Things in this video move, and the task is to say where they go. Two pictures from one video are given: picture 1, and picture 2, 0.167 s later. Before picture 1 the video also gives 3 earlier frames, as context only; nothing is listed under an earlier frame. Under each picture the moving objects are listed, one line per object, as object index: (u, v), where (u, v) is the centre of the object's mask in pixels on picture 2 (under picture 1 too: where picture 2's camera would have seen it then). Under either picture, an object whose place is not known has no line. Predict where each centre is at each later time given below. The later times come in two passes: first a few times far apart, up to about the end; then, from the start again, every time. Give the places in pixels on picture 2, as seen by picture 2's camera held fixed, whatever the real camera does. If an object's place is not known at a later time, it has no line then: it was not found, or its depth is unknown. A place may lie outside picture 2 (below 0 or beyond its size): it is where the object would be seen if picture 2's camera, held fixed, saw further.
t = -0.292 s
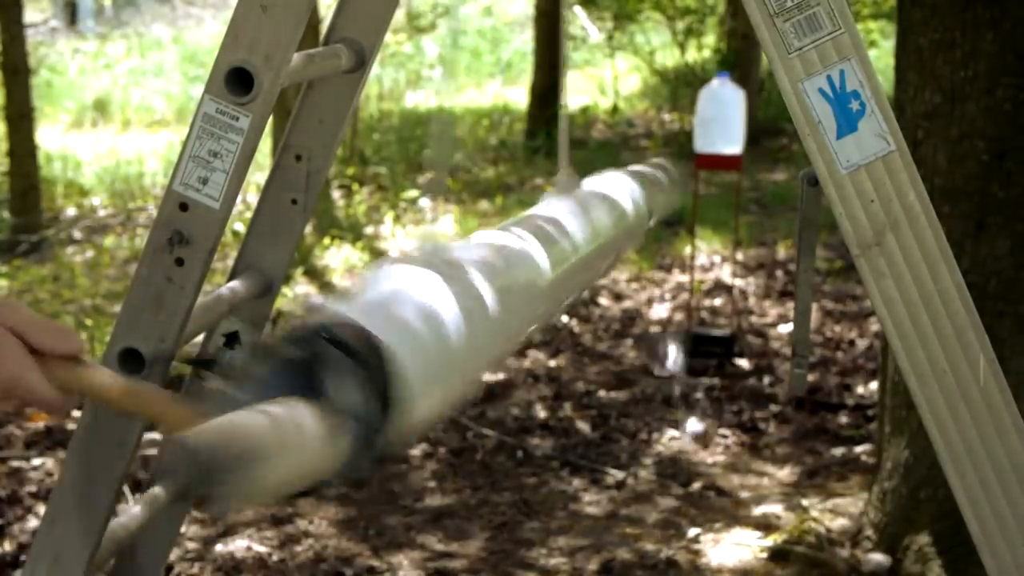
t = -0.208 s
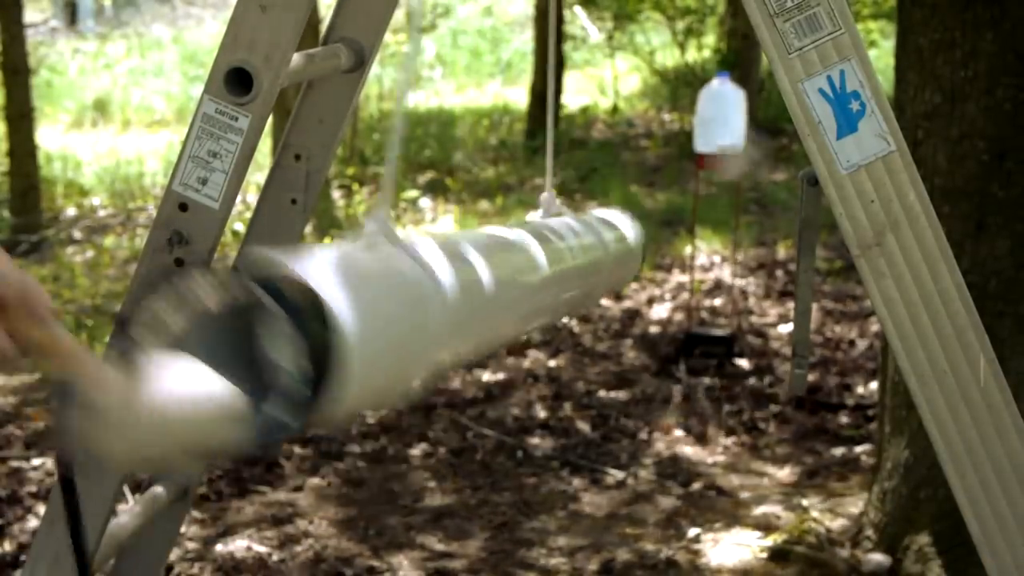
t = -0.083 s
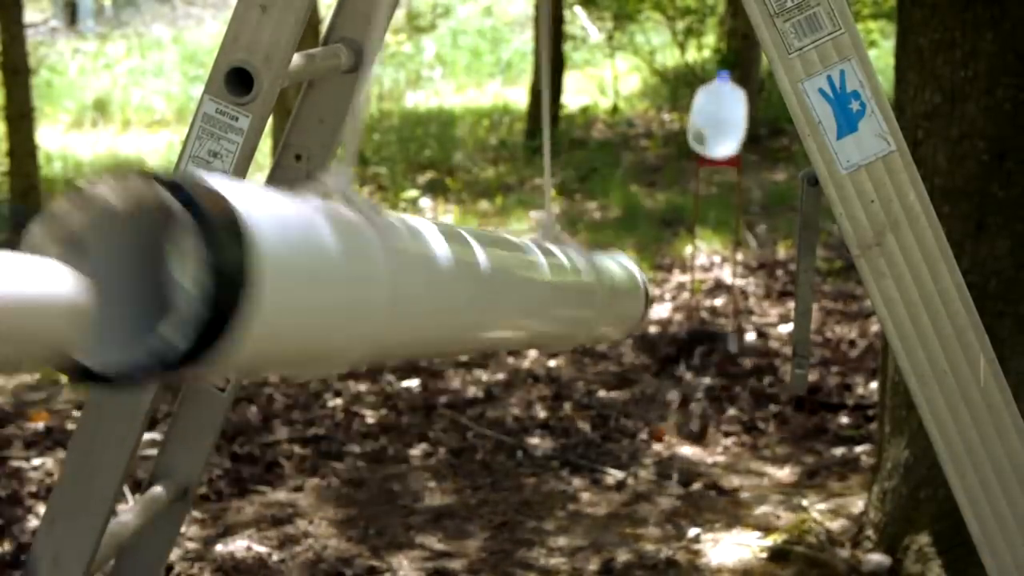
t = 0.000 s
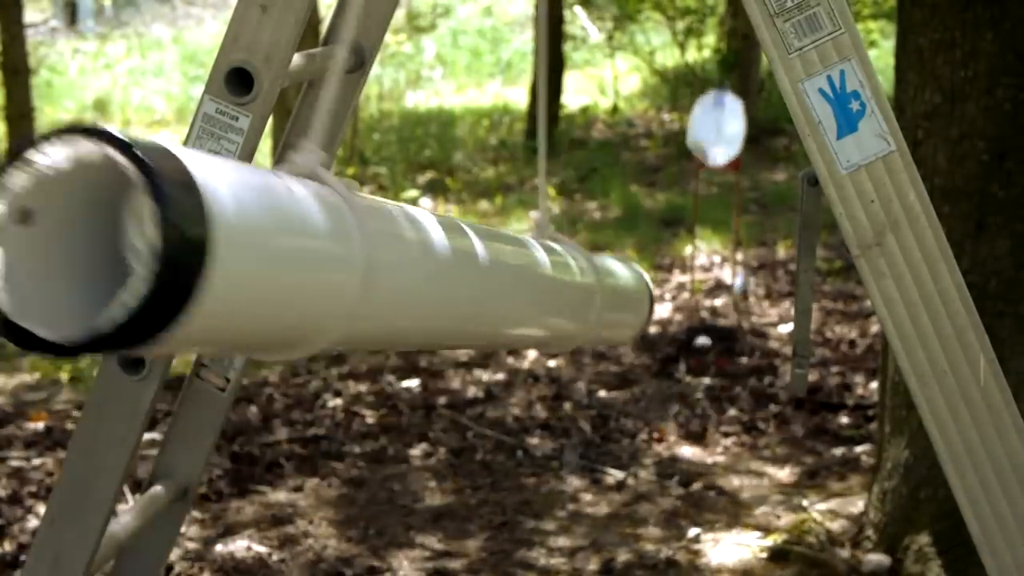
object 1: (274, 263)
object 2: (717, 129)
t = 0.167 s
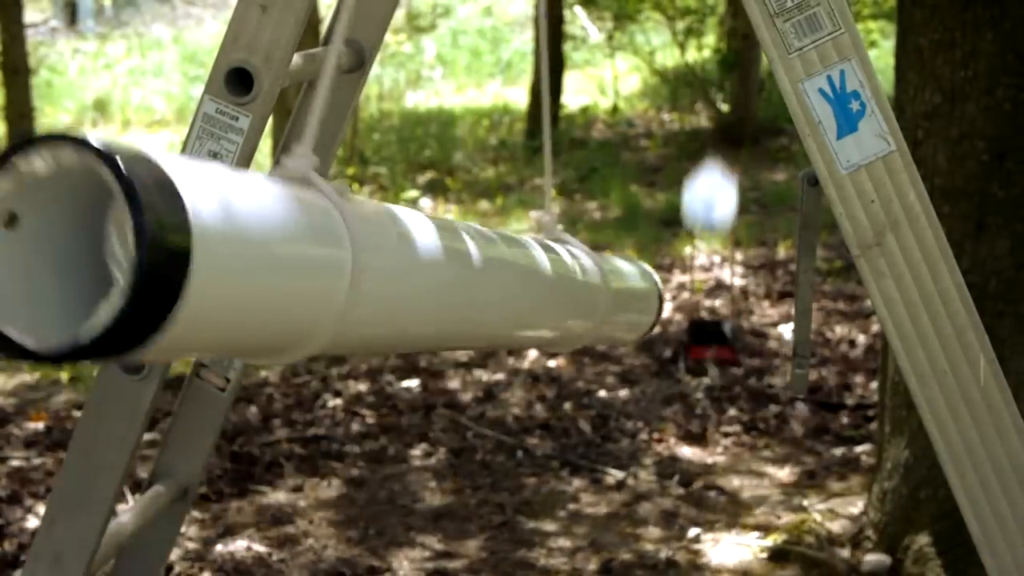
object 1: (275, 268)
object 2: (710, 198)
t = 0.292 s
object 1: (298, 300)
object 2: (707, 293)
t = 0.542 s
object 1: (414, 336)
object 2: (701, 302)
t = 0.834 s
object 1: (518, 301)
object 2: (698, 297)
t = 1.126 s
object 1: (545, 319)
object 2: (698, 297)
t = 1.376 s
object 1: (519, 347)
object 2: (698, 297)
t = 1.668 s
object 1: (424, 341)
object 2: (698, 297)
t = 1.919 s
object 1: (387, 332)
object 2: (698, 297)
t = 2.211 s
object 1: (424, 341)
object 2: (698, 297)
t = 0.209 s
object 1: (277, 277)
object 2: (708, 226)
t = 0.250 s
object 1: (283, 288)
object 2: (705, 263)
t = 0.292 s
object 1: (298, 300)
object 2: (707, 293)
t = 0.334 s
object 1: (315, 312)
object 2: (707, 295)
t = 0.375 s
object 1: (330, 320)
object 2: (706, 300)
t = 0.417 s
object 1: (350, 329)
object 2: (704, 304)
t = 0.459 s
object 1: (372, 333)
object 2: (703, 303)
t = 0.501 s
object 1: (395, 335)
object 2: (702, 302)
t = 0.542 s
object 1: (414, 336)
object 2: (701, 302)
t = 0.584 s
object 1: (435, 331)
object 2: (699, 302)
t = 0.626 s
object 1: (451, 328)
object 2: (699, 301)
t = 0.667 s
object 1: (469, 322)
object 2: (699, 299)
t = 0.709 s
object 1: (484, 315)
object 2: (698, 299)
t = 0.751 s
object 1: (498, 308)
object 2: (698, 298)
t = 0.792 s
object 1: (508, 306)
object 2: (698, 297)
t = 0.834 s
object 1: (518, 301)
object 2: (698, 297)
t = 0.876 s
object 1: (525, 300)
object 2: (698, 297)
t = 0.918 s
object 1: (532, 300)
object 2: (698, 297)
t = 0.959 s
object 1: (537, 301)
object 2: (698, 297)
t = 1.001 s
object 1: (541, 305)
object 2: (698, 297)
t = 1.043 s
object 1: (543, 308)
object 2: (698, 297)
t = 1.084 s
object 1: (545, 313)
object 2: (698, 297)
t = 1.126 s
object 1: (545, 319)
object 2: (698, 297)
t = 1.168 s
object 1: (544, 325)
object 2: (698, 297)
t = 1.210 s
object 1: (543, 328)
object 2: (698, 297)
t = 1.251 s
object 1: (539, 332)
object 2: (698, 297)
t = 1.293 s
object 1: (534, 337)
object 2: (698, 297)
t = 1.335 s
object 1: (527, 341)
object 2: (698, 297)
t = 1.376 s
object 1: (519, 347)
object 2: (698, 297)
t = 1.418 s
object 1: (508, 356)
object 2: (698, 297)
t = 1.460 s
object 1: (497, 364)
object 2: (698, 297)
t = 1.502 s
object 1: (483, 366)
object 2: (698, 297)
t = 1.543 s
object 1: (469, 365)
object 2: (698, 297)
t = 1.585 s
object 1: (454, 362)
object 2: (698, 297)
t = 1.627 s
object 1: (438, 352)
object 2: (698, 297)
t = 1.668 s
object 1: (424, 341)
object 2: (698, 297)
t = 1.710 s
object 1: (412, 331)
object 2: (698, 297)
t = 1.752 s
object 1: (402, 326)
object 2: (698, 297)
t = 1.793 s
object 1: (395, 326)
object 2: (698, 297)
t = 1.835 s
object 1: (389, 327)
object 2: (698, 297)
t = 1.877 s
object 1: (387, 329)
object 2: (698, 297)
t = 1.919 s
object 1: (387, 332)
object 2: (698, 297)
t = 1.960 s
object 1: (388, 335)
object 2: (698, 297)
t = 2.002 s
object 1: (393, 338)
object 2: (698, 297)
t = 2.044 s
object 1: (398, 341)
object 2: (698, 297)
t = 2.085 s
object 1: (403, 343)
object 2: (698, 297)
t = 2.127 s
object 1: (410, 343)
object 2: (698, 297)
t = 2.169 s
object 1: (417, 343)
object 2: (698, 297)
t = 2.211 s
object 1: (424, 341)
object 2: (698, 297)
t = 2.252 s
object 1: (430, 338)
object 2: (698, 297)
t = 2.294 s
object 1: (437, 335)
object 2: (698, 297)
